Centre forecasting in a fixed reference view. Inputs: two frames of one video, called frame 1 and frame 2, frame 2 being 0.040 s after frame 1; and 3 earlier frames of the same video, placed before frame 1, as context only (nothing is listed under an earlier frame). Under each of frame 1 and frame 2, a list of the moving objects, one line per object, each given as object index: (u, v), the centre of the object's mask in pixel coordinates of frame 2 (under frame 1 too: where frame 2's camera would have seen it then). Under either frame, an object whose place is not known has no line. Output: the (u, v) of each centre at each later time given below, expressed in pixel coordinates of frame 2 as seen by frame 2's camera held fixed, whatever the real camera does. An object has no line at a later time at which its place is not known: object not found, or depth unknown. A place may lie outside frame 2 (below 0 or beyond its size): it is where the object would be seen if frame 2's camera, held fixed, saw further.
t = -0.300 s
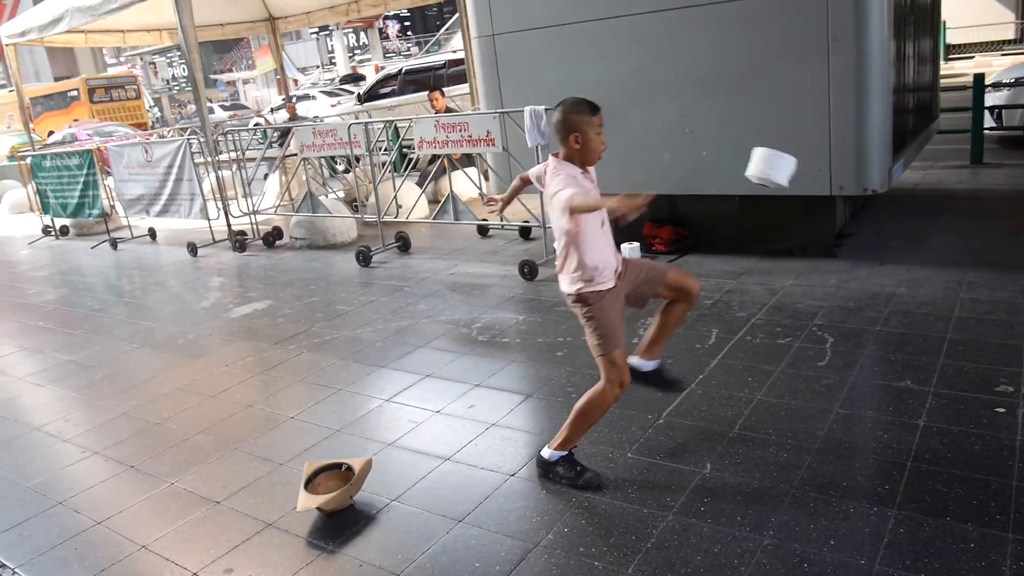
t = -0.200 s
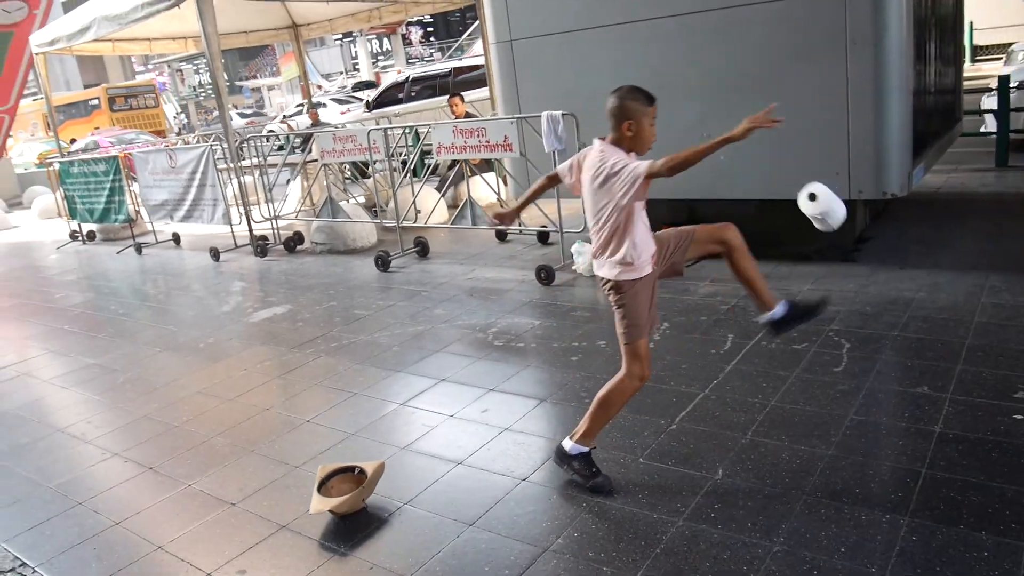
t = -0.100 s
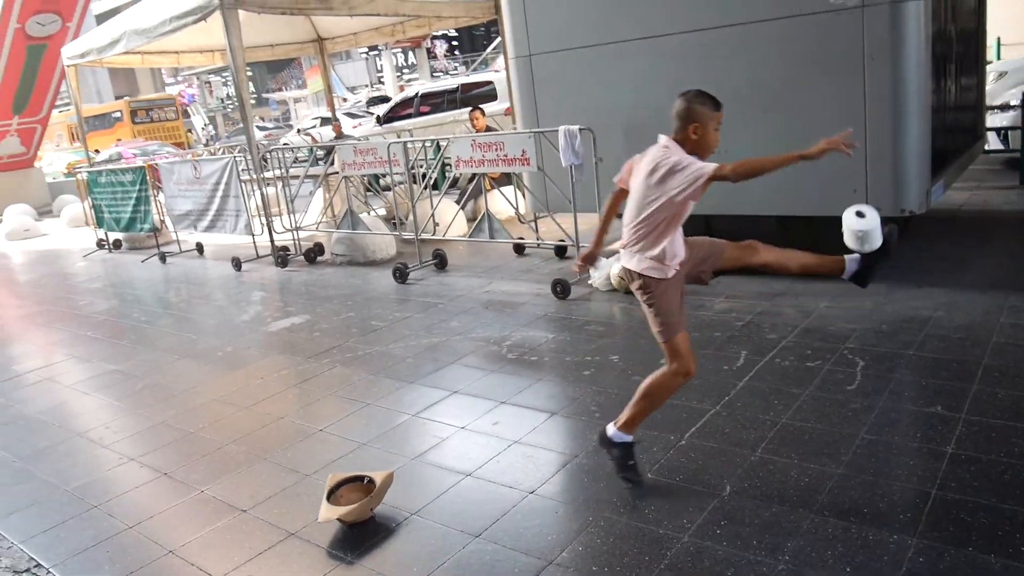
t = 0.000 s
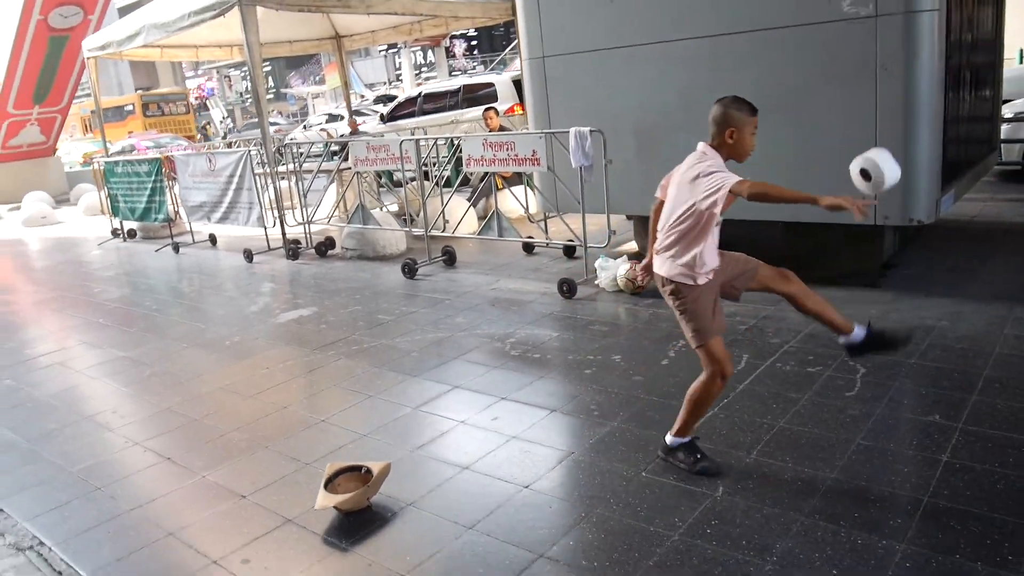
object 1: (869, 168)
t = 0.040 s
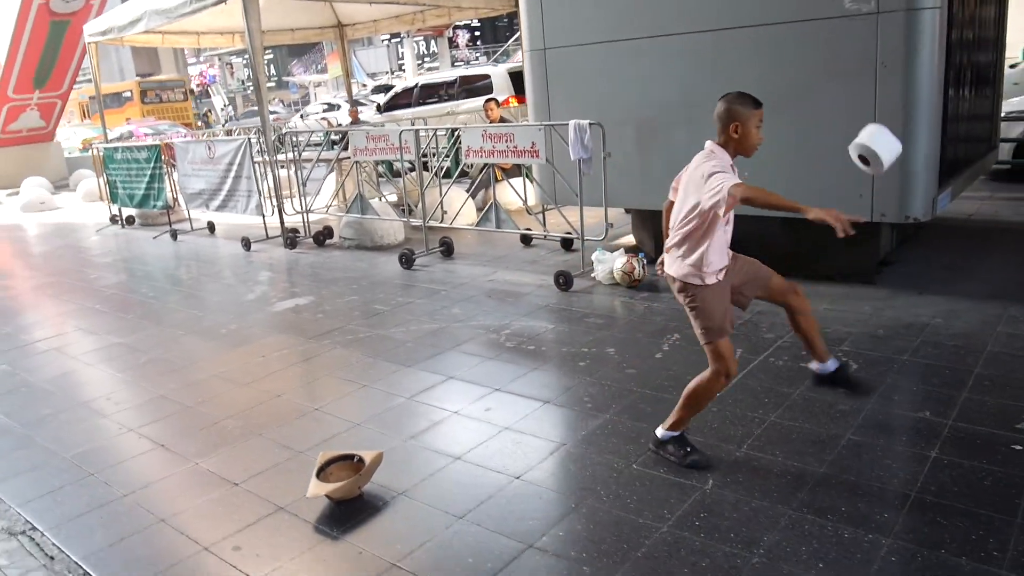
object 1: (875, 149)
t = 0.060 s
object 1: (876, 140)
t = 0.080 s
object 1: (877, 134)
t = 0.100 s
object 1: (877, 128)
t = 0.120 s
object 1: (878, 123)
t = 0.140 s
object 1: (879, 120)
